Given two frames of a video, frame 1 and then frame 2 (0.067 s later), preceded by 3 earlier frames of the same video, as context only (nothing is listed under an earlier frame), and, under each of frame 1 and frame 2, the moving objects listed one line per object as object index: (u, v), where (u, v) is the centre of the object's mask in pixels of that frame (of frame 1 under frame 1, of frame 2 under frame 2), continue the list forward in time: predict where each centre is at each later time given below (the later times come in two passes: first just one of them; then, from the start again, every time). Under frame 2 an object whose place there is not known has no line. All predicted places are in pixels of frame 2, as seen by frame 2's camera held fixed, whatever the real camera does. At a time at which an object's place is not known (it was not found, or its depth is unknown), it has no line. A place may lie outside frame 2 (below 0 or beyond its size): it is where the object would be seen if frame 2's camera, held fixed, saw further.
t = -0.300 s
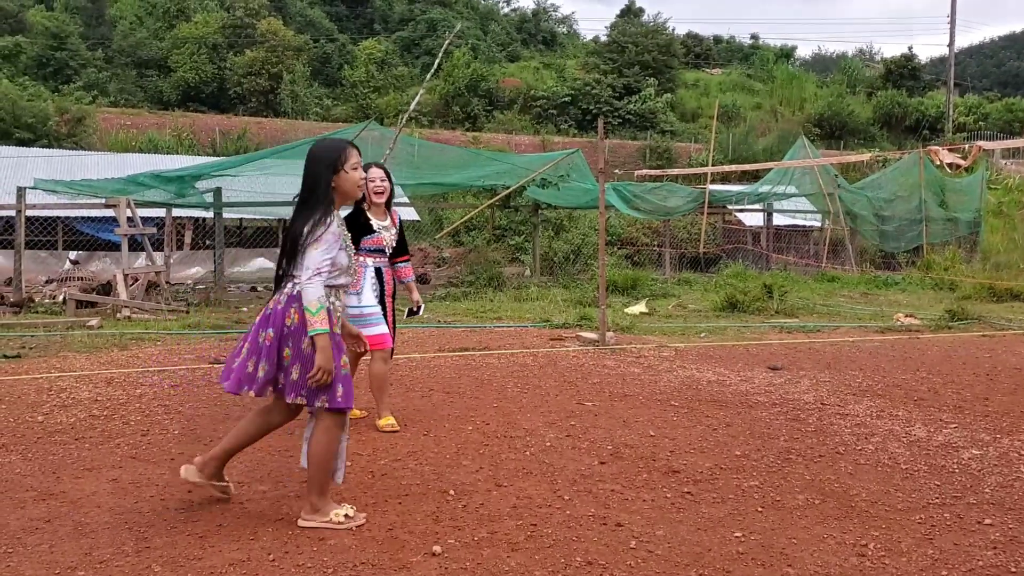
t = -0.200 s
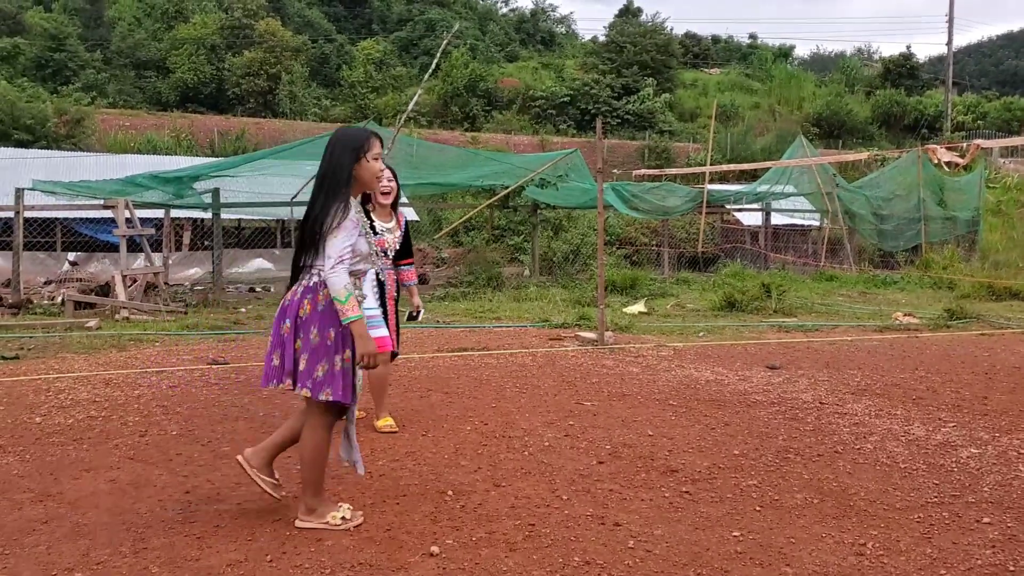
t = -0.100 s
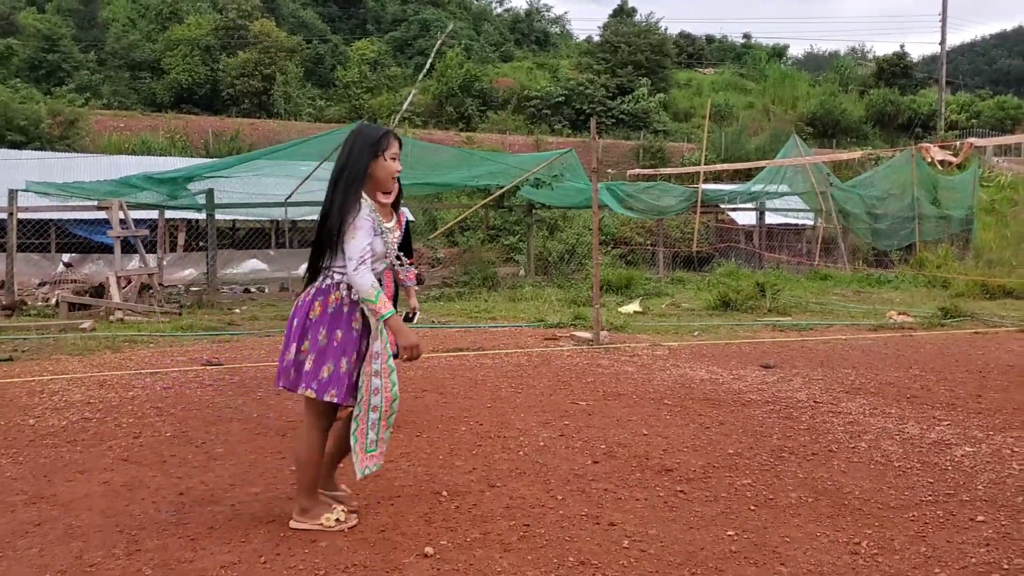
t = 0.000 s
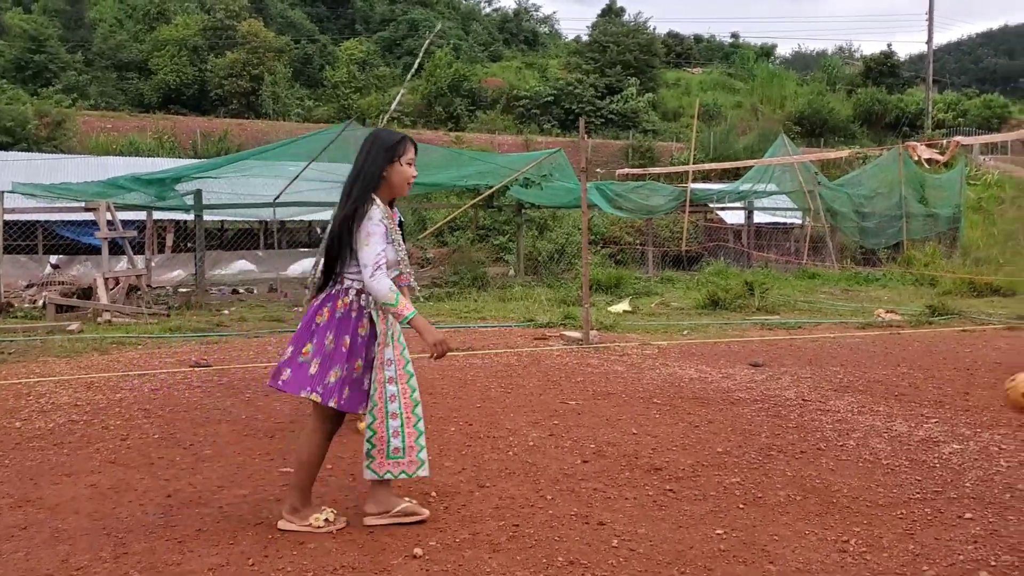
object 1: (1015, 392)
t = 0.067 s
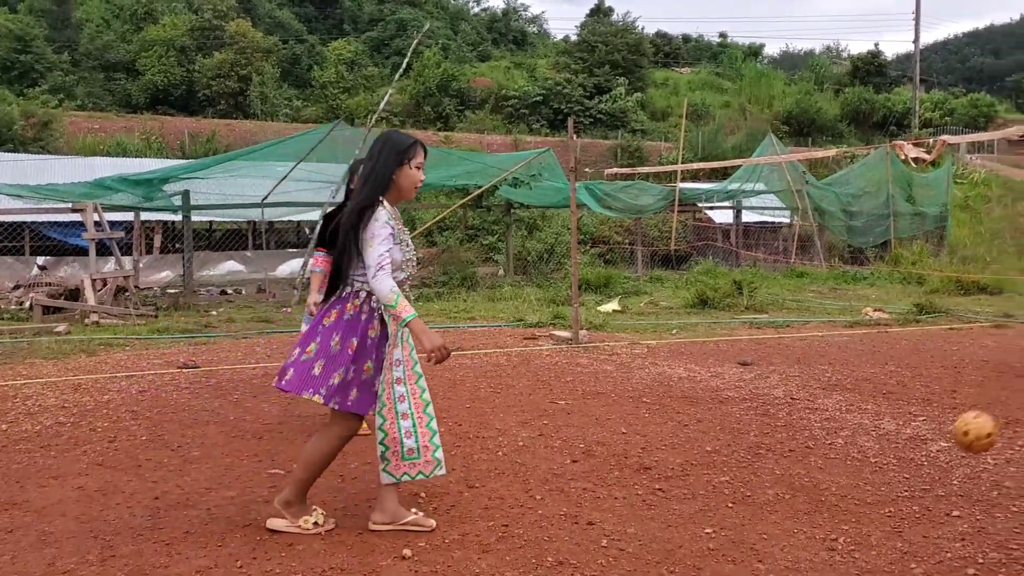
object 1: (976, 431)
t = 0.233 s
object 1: (894, 485)
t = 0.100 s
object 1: (956, 457)
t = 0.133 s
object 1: (938, 484)
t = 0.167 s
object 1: (920, 516)
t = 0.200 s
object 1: (906, 506)
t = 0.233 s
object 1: (894, 485)
